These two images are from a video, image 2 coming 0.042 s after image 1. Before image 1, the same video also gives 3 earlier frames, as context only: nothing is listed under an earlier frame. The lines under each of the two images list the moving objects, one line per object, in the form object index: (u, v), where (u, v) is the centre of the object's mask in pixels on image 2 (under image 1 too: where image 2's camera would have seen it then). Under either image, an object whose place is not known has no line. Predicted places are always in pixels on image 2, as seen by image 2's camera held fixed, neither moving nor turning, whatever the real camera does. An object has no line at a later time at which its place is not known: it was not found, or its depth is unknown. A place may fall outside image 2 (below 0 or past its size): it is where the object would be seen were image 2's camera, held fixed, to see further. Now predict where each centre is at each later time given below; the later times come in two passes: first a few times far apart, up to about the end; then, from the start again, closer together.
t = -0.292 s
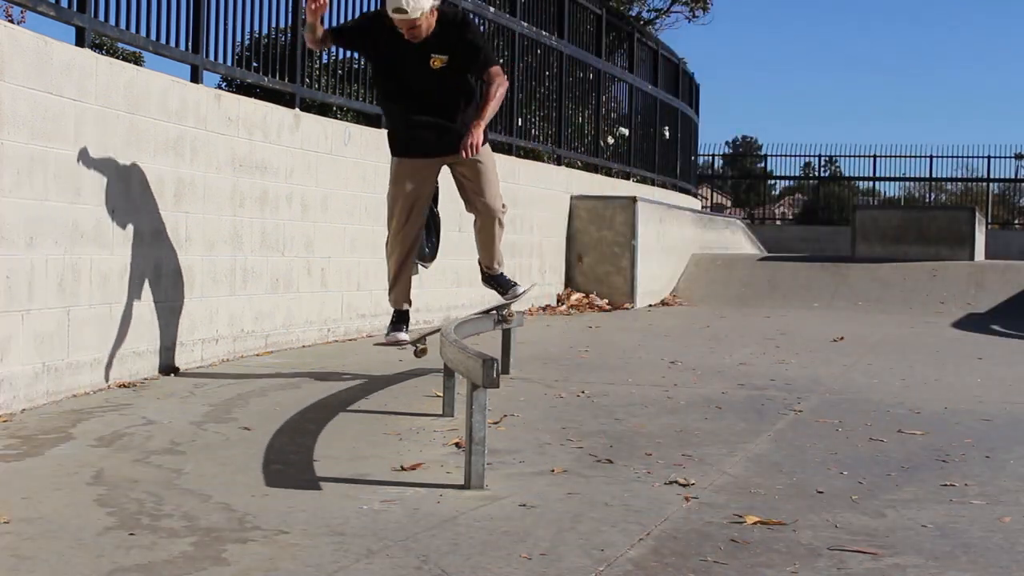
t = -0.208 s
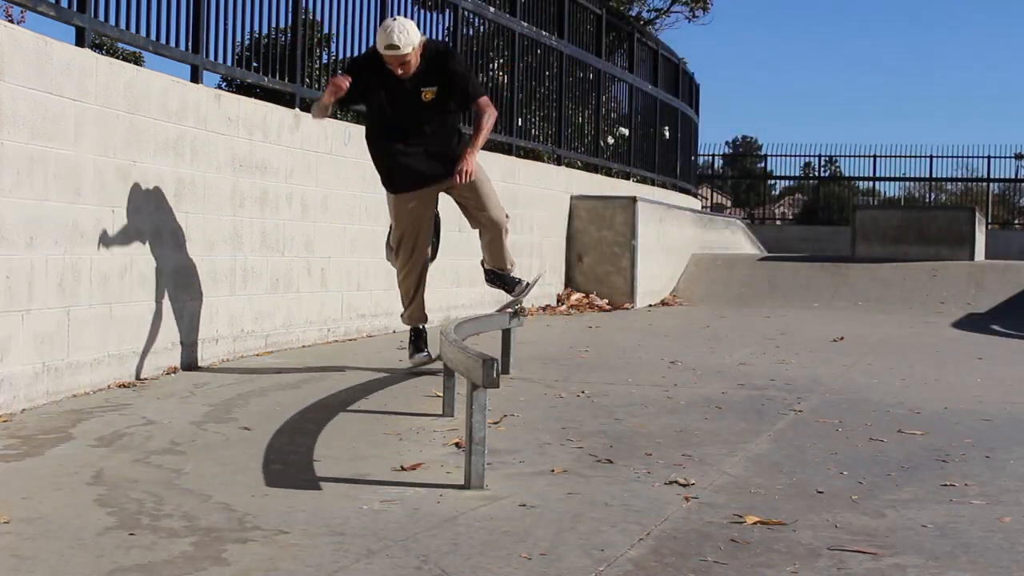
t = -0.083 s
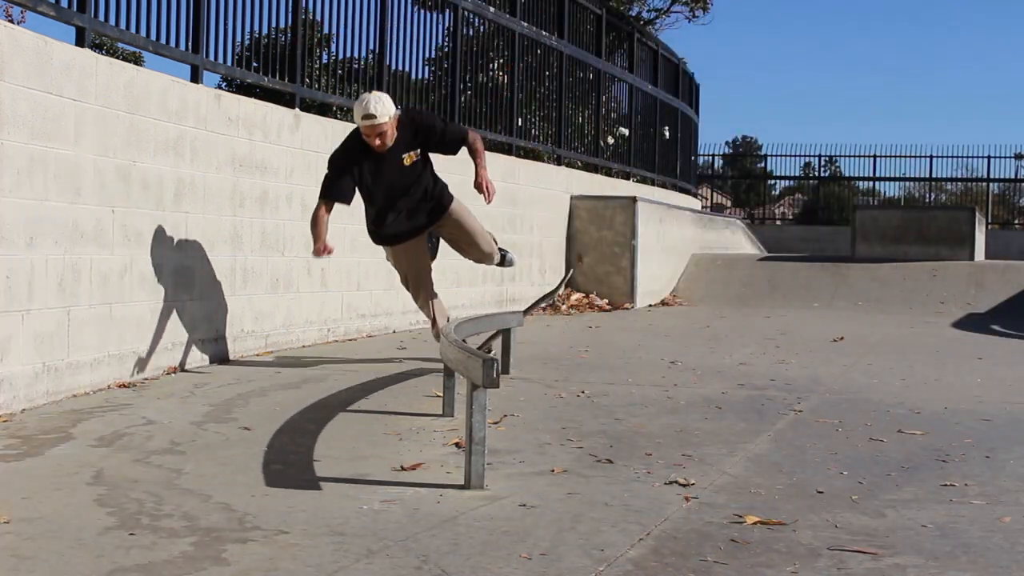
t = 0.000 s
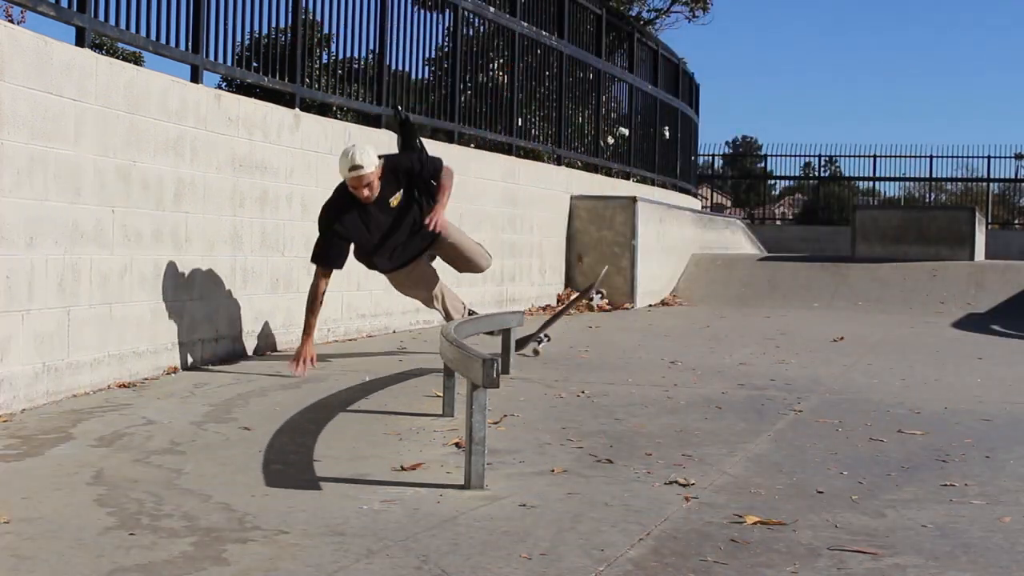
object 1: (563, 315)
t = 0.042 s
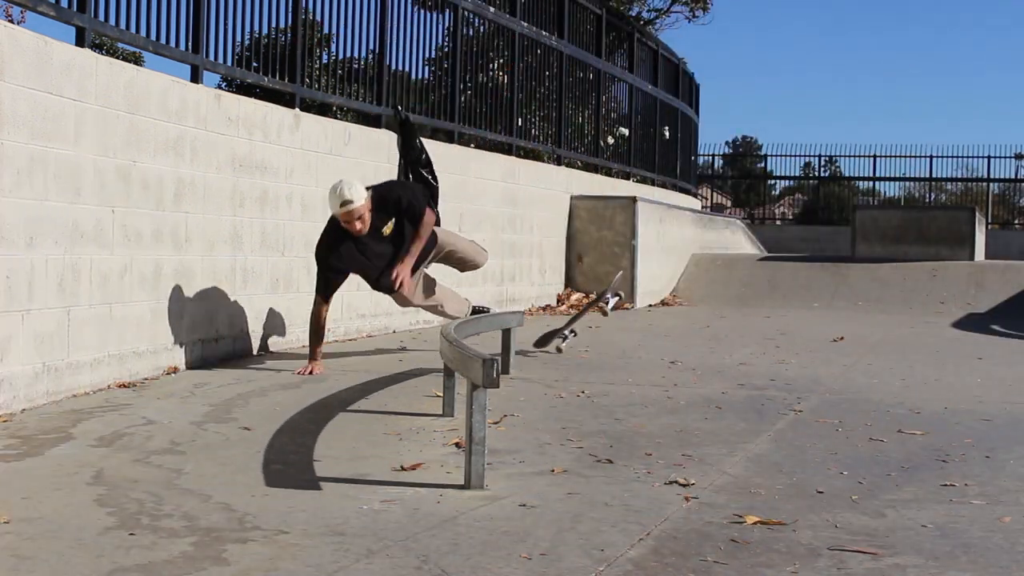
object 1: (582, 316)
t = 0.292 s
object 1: (673, 324)
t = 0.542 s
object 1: (730, 320)
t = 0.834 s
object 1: (792, 316)
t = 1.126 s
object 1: (819, 313)
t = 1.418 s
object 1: (841, 311)
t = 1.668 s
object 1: (858, 309)
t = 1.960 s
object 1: (874, 307)
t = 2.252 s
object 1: (889, 302)
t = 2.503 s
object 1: (897, 296)
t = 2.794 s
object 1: (902, 291)
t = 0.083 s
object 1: (603, 318)
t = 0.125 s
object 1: (618, 322)
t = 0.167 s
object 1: (637, 327)
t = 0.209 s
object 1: (652, 332)
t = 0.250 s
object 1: (664, 328)
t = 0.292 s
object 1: (673, 324)
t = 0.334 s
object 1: (683, 322)
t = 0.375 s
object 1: (692, 323)
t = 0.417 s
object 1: (699, 324)
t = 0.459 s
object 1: (711, 321)
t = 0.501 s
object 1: (721, 319)
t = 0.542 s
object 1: (730, 320)
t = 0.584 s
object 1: (739, 318)
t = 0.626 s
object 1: (748, 318)
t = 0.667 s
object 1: (758, 317)
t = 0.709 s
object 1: (768, 317)
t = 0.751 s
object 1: (777, 317)
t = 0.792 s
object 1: (785, 317)
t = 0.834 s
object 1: (792, 316)
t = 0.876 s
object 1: (797, 316)
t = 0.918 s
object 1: (802, 316)
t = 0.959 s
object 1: (806, 315)
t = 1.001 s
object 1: (810, 315)
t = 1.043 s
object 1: (813, 314)
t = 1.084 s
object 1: (816, 314)
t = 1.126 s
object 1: (819, 313)
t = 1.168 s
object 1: (822, 313)
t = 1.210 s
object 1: (825, 312)
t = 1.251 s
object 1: (829, 312)
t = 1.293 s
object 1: (832, 312)
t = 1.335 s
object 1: (835, 311)
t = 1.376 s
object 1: (838, 311)
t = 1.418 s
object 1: (841, 311)
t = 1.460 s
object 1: (844, 311)
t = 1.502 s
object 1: (847, 310)
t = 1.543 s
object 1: (850, 310)
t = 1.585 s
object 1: (853, 309)
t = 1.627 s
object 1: (855, 309)
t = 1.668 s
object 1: (858, 309)
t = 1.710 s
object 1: (860, 308)
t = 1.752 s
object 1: (863, 308)
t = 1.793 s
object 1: (865, 308)
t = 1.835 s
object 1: (867, 307)
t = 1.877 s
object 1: (870, 307)
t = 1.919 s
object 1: (872, 307)
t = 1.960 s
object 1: (874, 307)
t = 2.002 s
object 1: (876, 306)
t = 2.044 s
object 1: (878, 306)
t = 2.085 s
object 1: (880, 306)
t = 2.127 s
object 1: (883, 305)
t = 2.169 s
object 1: (885, 304)
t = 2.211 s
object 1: (888, 303)
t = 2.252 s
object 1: (889, 302)
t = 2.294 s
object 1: (891, 301)
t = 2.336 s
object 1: (892, 301)
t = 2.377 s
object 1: (894, 299)
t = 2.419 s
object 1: (895, 298)
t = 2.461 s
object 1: (896, 297)
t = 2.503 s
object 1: (897, 296)
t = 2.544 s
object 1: (898, 295)
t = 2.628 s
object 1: (900, 294)
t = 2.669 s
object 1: (901, 293)
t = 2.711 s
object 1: (901, 292)
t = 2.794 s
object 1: (902, 291)
